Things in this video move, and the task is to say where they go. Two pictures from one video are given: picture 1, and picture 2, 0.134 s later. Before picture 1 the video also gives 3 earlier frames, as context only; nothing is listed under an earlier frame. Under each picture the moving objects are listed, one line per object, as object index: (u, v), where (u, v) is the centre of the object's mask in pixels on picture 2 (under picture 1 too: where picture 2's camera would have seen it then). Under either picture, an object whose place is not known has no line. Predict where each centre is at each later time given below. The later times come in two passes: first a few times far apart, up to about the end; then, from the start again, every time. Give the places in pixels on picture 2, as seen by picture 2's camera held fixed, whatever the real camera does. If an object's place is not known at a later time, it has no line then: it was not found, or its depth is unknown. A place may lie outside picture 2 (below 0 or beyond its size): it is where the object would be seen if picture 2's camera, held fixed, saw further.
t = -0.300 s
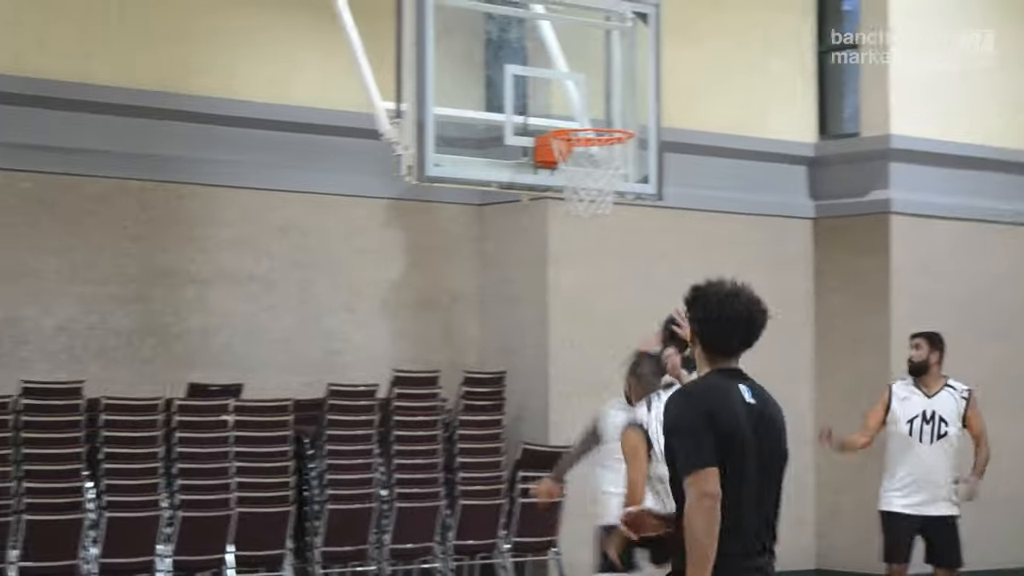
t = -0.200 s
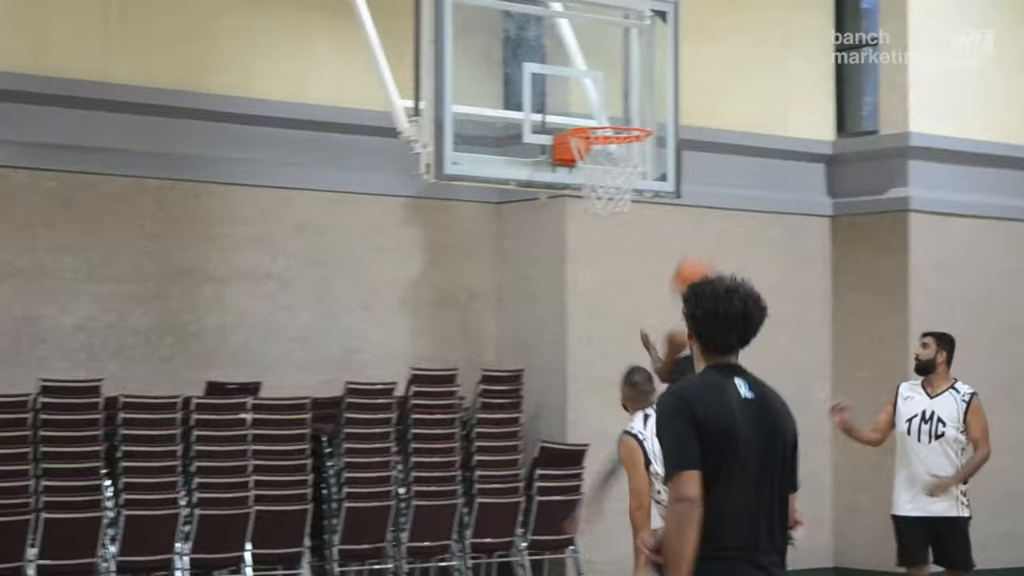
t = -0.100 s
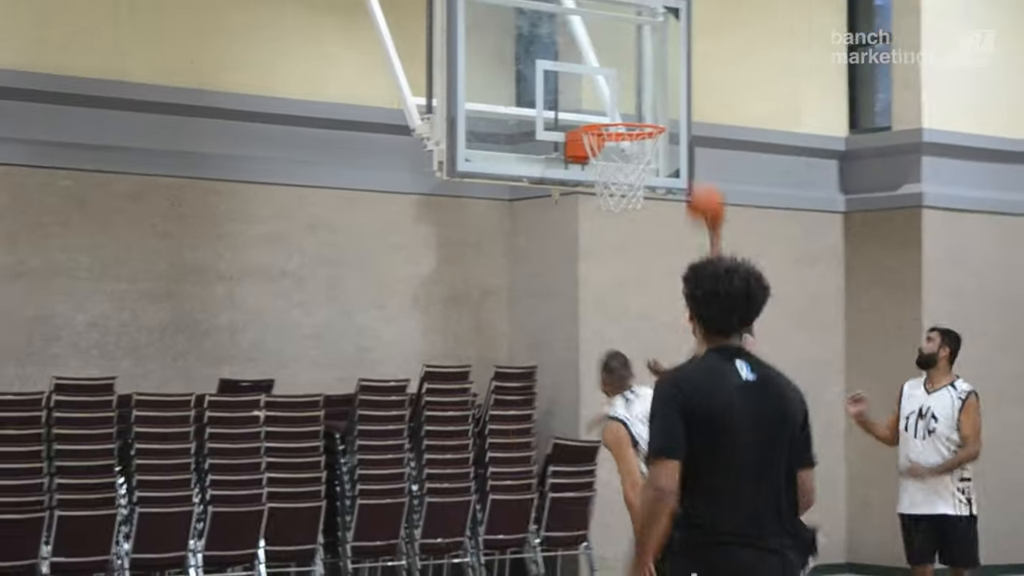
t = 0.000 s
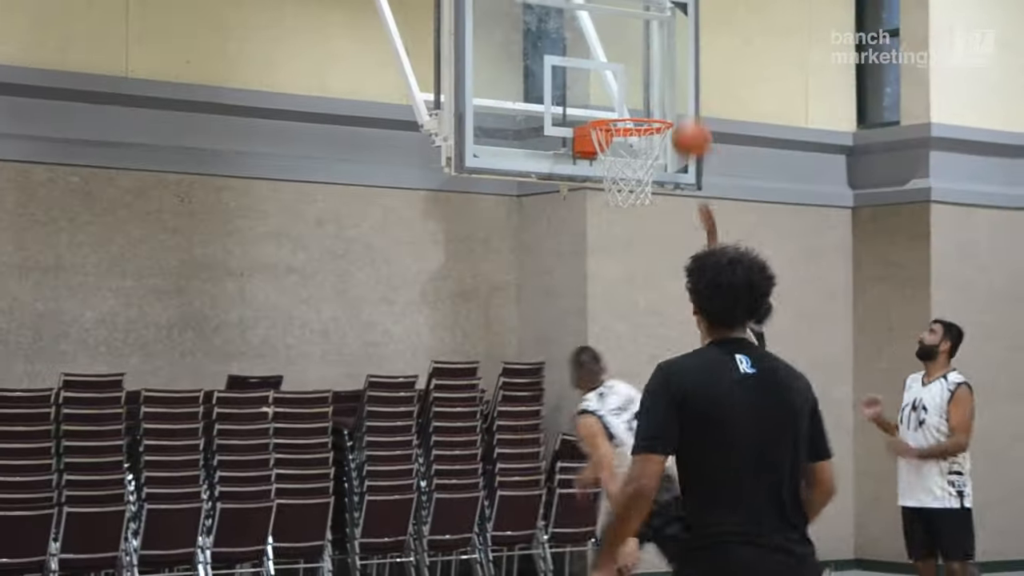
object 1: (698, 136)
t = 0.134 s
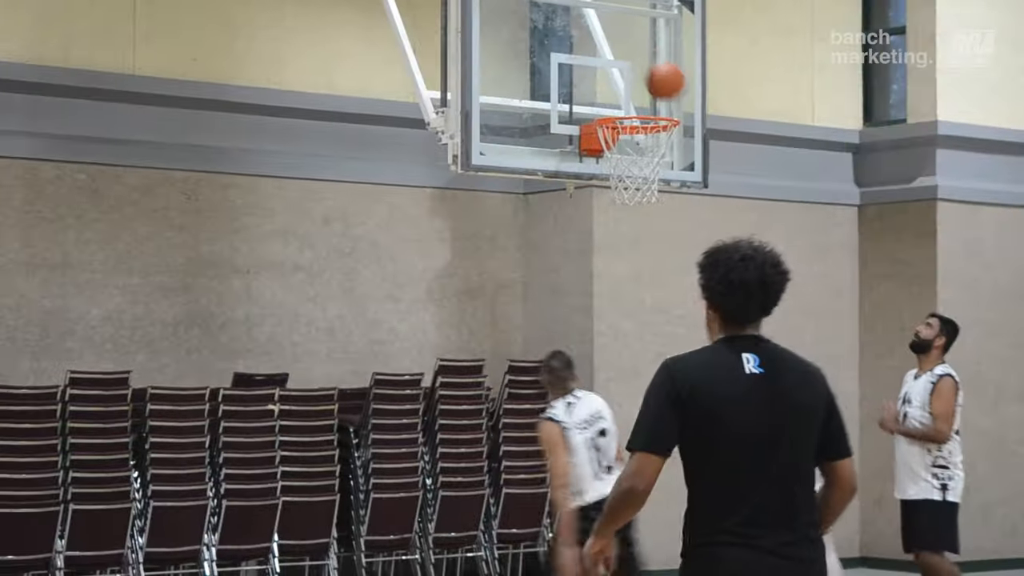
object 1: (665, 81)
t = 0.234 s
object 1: (650, 60)
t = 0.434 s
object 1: (631, 72)
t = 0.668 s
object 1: (631, 153)
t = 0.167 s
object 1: (657, 70)
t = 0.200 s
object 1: (653, 64)
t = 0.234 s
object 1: (650, 60)
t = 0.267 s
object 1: (647, 58)
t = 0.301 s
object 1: (644, 57)
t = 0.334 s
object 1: (641, 58)
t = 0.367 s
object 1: (637, 61)
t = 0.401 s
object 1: (635, 65)
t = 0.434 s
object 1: (631, 72)
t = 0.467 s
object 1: (627, 80)
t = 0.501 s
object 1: (624, 90)
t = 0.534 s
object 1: (621, 101)
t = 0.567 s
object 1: (618, 110)
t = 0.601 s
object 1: (621, 131)
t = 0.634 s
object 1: (625, 138)
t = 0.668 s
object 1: (631, 153)
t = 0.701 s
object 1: (637, 168)
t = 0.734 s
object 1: (644, 178)
